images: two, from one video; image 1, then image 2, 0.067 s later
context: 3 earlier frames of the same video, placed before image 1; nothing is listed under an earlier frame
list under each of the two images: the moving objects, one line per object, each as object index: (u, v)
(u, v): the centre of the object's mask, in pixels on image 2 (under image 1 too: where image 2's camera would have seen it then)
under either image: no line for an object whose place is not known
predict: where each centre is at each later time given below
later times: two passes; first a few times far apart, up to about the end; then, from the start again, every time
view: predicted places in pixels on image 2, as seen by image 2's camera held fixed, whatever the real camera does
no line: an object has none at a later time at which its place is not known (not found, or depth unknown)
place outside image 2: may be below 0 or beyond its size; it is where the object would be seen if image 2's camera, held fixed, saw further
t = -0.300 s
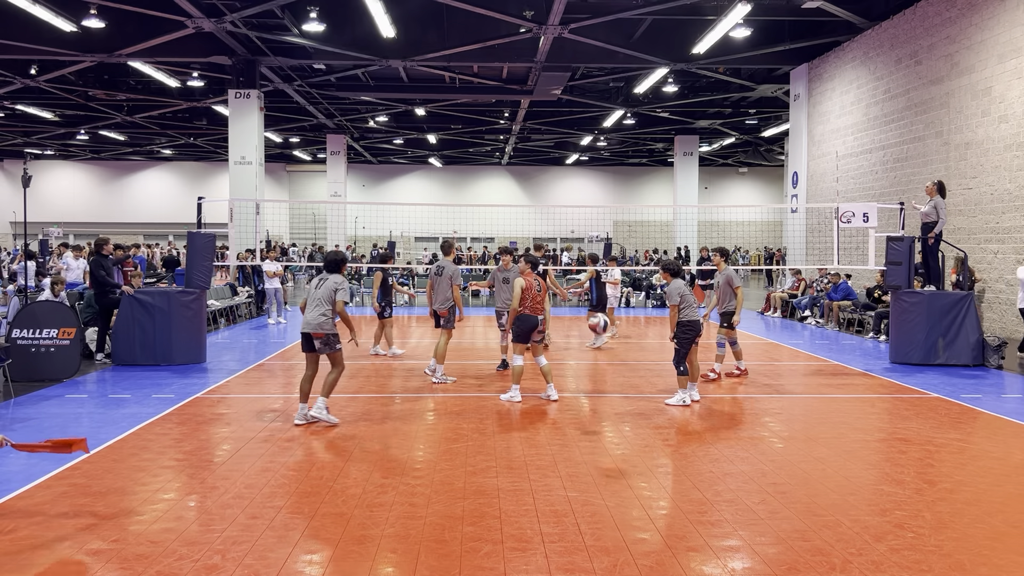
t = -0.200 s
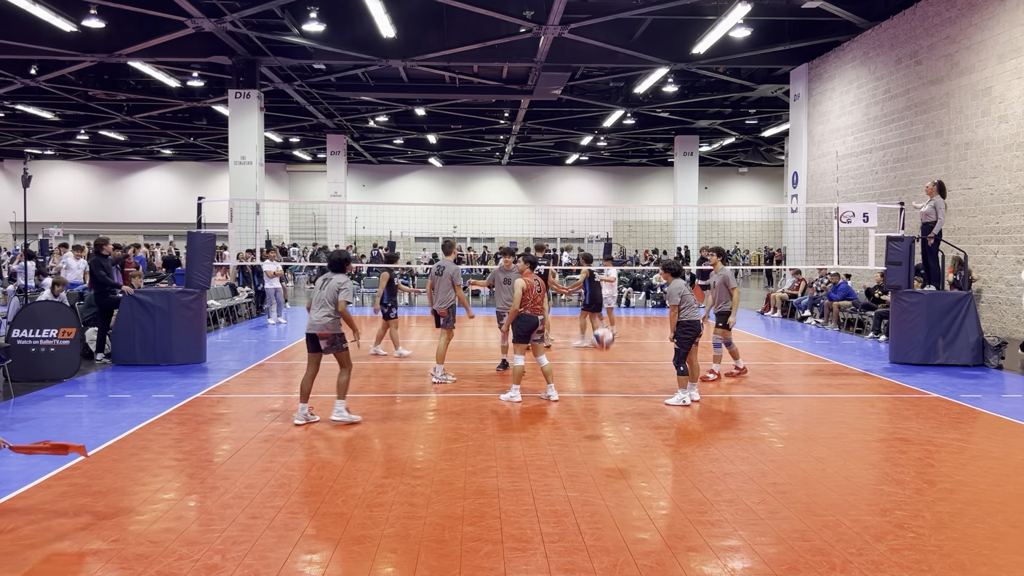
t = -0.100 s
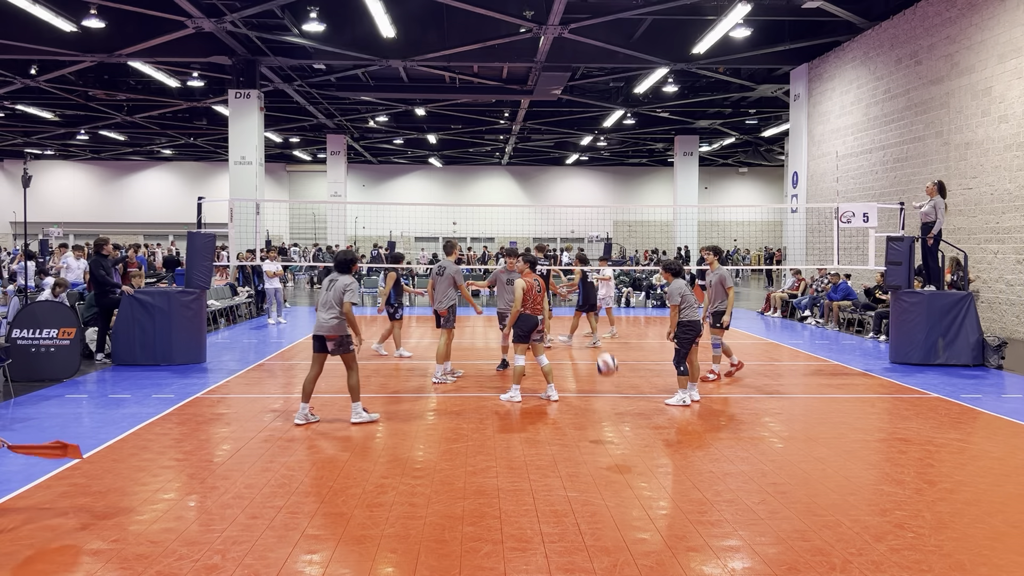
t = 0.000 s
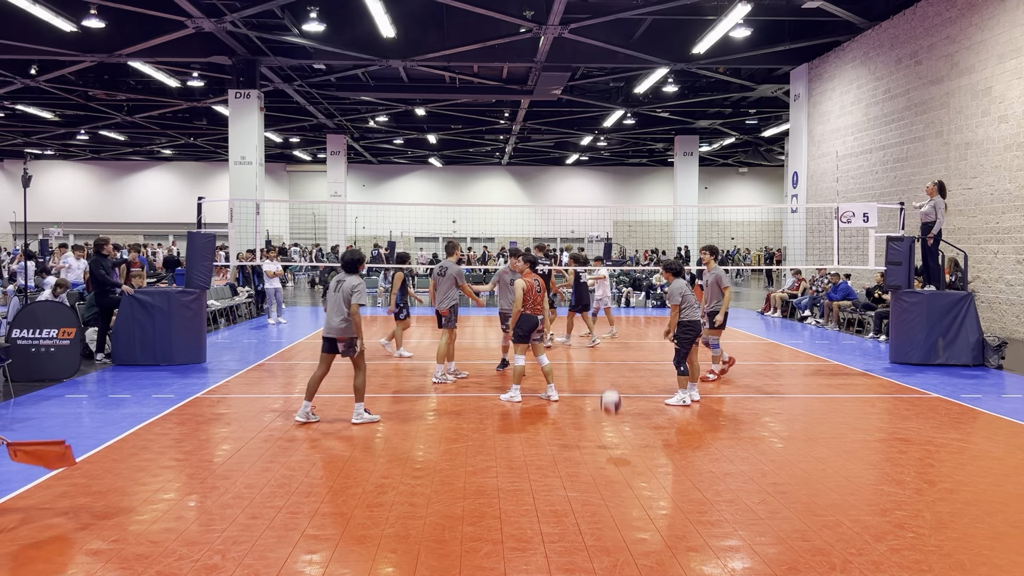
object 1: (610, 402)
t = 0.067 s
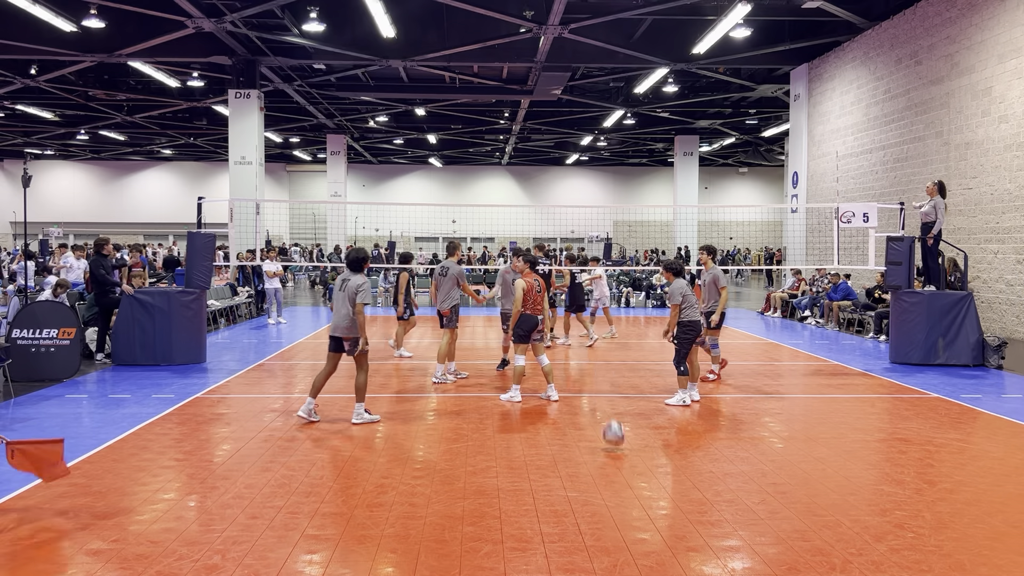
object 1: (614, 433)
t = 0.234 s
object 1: (619, 397)
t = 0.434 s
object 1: (626, 375)
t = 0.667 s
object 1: (635, 408)
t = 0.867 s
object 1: (644, 460)
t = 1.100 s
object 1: (655, 426)
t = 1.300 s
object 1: (666, 453)
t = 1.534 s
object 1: (680, 482)
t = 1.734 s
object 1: (695, 477)
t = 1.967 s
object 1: (712, 530)
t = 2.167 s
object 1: (730, 517)
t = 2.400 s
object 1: (753, 560)
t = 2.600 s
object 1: (774, 561)
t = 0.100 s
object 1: (614, 433)
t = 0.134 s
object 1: (616, 421)
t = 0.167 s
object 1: (617, 412)
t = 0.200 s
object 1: (618, 404)
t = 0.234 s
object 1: (619, 397)
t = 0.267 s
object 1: (620, 389)
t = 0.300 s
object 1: (622, 384)
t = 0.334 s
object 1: (623, 380)
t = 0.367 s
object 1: (624, 378)
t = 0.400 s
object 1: (625, 376)
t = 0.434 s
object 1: (626, 375)
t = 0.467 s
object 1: (627, 376)
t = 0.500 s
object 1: (629, 378)
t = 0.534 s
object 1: (630, 382)
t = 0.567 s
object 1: (631, 386)
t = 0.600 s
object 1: (632, 391)
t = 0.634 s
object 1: (634, 399)
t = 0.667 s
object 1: (635, 408)
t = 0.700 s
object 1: (637, 419)
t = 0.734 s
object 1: (638, 430)
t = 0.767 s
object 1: (639, 443)
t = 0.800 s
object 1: (640, 458)
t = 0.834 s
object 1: (642, 471)
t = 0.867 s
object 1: (644, 460)
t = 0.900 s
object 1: (645, 452)
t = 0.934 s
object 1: (647, 444)
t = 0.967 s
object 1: (648, 438)
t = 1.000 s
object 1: (650, 433)
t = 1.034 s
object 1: (651, 429)
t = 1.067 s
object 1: (653, 427)
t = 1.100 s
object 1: (655, 426)
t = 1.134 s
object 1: (657, 427)
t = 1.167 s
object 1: (659, 429)
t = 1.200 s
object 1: (660, 433)
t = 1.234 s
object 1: (662, 438)
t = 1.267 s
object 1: (664, 444)
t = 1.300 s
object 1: (666, 453)
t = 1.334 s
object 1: (667, 463)
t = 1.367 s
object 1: (669, 475)
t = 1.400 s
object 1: (671, 488)
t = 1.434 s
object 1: (673, 504)
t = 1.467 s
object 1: (675, 495)
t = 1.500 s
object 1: (678, 488)
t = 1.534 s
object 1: (680, 482)
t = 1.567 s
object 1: (682, 477)
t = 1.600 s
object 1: (685, 474)
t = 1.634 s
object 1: (687, 472)
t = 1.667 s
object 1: (690, 472)
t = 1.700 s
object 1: (692, 474)
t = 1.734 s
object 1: (695, 477)
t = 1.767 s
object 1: (697, 482)
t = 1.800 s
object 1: (699, 489)
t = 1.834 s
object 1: (702, 497)
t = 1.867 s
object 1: (704, 508)
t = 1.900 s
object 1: (707, 521)
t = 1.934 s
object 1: (709, 536)
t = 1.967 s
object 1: (712, 530)
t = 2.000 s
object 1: (715, 524)
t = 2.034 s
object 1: (718, 519)
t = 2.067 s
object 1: (721, 516)
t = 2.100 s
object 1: (724, 514)
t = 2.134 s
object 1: (727, 515)
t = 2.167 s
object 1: (730, 517)
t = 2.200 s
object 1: (734, 521)
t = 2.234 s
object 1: (737, 527)
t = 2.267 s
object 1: (740, 535)
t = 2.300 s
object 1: (743, 546)
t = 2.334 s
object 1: (746, 558)
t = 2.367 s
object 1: (749, 564)
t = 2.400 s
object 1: (753, 560)
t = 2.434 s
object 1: (757, 558)
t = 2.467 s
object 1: (760, 556)
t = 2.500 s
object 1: (764, 555)
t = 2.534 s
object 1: (767, 556)
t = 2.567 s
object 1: (771, 558)
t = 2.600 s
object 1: (774, 561)
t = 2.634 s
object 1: (777, 565)
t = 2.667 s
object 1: (780, 569)
